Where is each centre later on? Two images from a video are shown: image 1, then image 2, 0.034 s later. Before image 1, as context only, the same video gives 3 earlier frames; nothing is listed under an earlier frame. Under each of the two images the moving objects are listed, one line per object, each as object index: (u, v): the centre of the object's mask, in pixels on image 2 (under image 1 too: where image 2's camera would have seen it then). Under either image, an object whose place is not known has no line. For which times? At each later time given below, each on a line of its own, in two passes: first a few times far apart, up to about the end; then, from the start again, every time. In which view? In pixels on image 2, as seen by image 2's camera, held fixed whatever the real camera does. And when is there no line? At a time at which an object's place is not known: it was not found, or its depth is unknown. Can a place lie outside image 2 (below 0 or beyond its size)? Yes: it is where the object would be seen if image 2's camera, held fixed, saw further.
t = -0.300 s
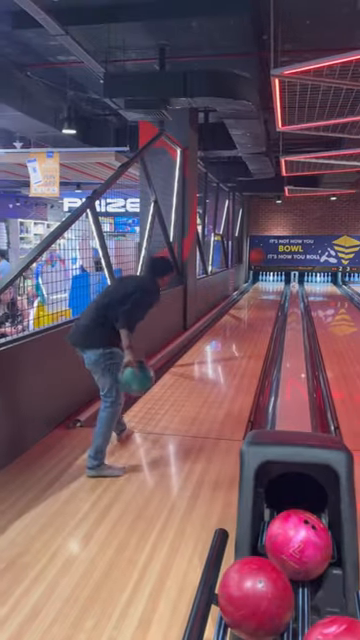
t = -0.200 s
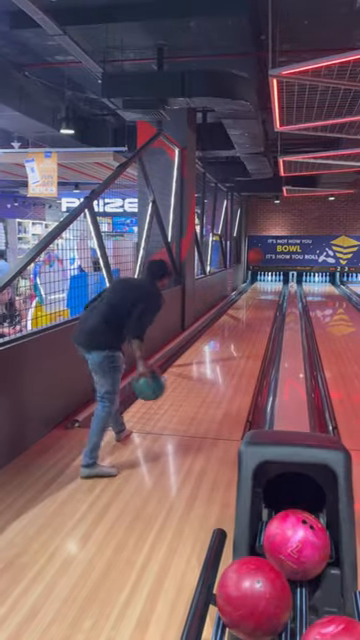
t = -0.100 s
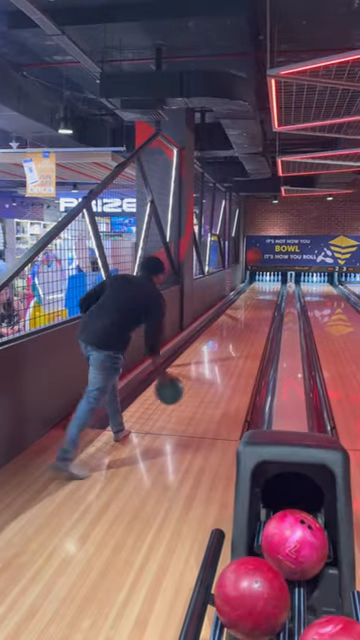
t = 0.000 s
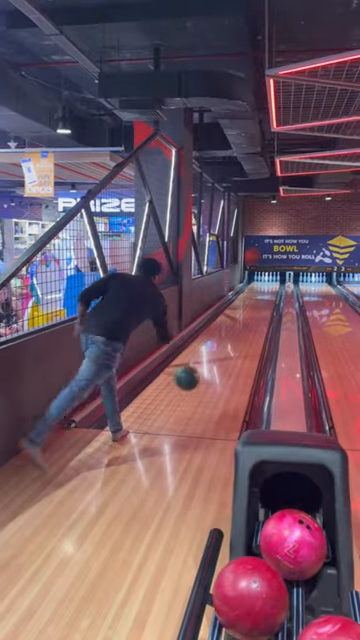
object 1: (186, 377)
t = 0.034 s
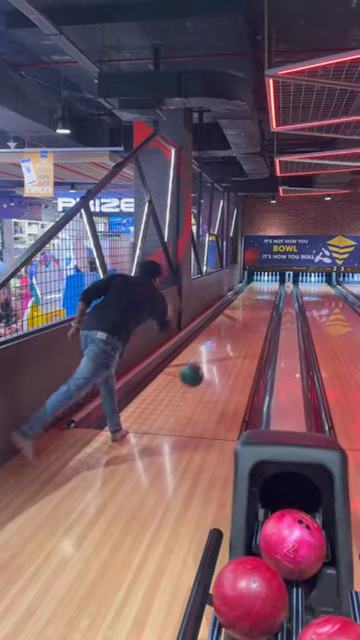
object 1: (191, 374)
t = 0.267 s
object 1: (218, 358)
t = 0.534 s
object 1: (236, 336)
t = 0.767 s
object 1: (247, 323)
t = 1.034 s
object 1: (256, 311)
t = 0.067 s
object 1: (196, 373)
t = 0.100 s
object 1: (201, 373)
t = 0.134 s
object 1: (204, 373)
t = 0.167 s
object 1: (208, 373)
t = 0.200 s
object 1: (212, 366)
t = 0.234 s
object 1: (215, 361)
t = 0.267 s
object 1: (218, 358)
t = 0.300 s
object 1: (221, 355)
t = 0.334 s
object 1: (223, 353)
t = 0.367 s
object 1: (225, 349)
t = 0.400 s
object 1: (227, 346)
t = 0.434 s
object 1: (230, 344)
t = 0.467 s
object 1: (232, 341)
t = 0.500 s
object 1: (234, 339)
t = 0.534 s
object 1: (236, 336)
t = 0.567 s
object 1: (237, 334)
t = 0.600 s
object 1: (239, 331)
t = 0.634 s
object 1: (240, 329)
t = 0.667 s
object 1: (242, 328)
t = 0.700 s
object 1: (244, 326)
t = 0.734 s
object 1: (245, 324)
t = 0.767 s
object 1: (247, 323)
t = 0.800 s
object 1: (248, 321)
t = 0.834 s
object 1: (250, 319)
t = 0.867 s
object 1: (251, 318)
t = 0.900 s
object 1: (253, 316)
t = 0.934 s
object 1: (254, 315)
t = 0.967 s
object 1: (254, 314)
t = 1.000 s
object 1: (255, 313)
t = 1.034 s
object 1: (256, 311)
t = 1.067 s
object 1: (257, 310)
